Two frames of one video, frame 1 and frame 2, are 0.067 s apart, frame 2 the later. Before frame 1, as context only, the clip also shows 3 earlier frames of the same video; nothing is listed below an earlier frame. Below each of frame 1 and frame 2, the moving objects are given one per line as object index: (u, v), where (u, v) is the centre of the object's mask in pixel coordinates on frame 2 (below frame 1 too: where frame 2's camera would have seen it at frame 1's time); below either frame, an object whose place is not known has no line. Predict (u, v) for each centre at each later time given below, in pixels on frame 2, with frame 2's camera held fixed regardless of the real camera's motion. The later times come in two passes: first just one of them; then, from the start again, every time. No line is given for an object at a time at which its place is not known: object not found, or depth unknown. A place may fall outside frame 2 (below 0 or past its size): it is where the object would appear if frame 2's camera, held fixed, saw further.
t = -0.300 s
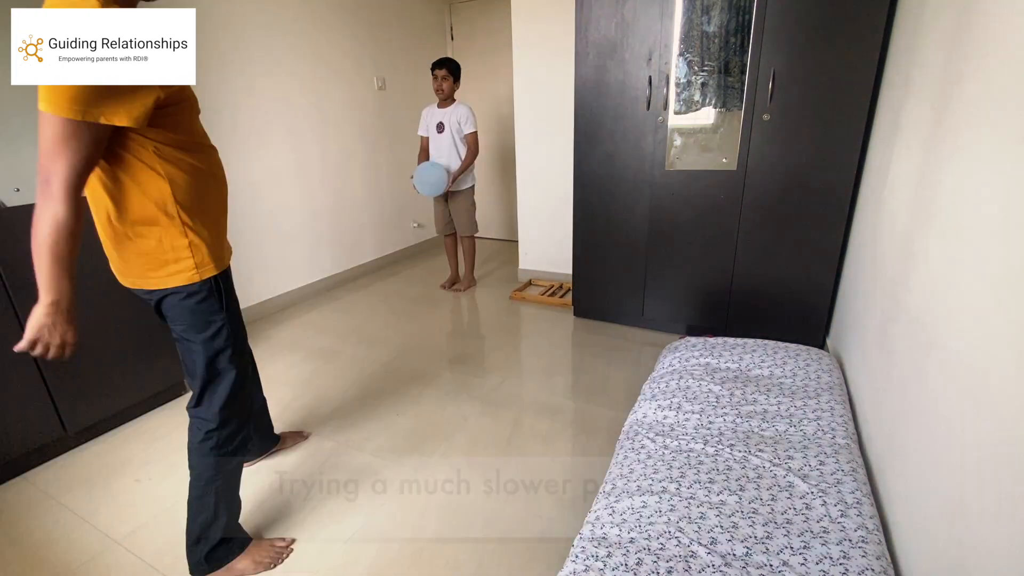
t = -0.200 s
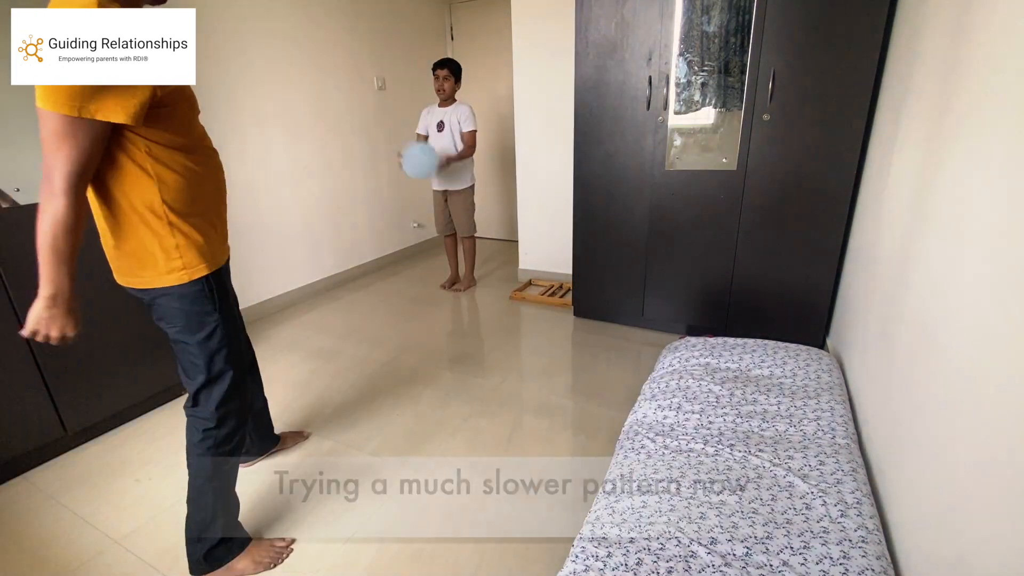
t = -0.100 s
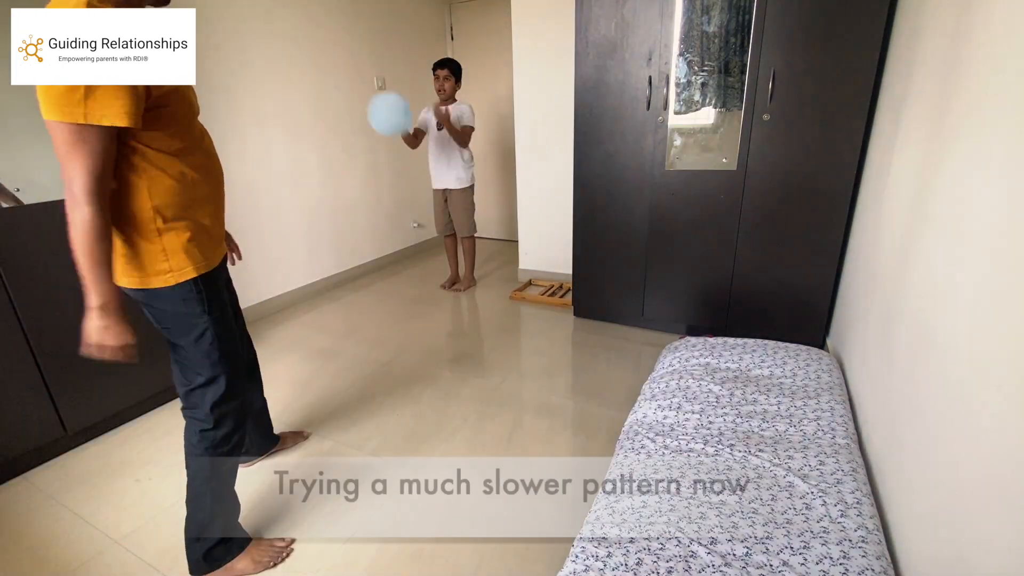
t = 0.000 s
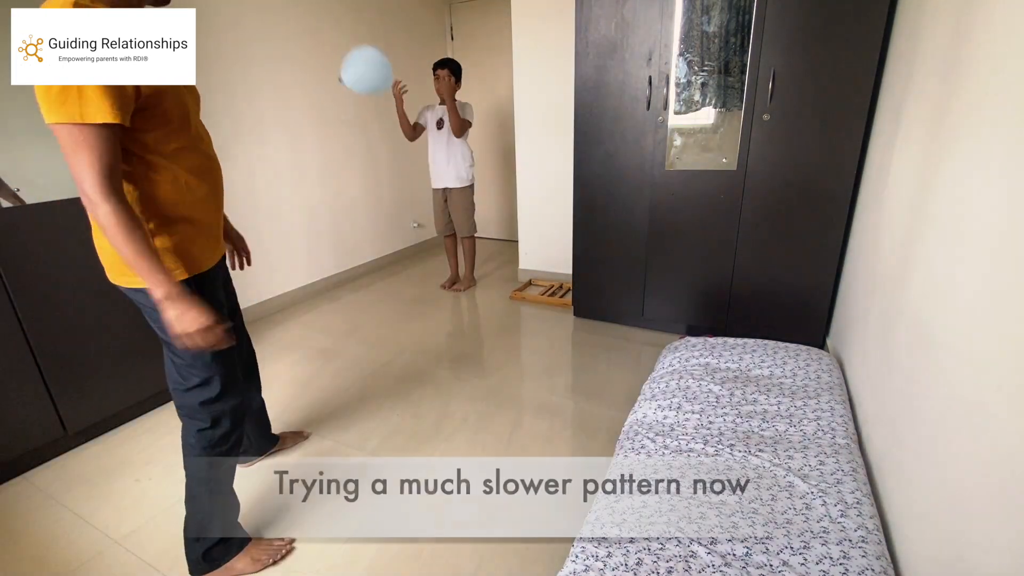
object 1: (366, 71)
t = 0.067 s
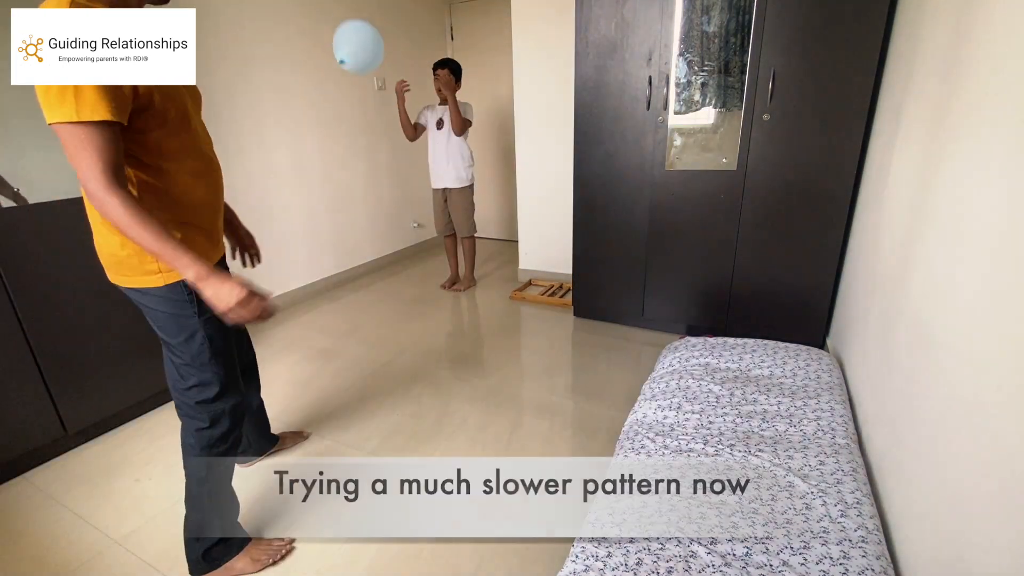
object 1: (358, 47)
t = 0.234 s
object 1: (350, 17)
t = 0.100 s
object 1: (355, 36)
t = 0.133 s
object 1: (352, 28)
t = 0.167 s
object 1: (350, 22)
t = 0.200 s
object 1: (350, 19)
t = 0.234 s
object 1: (350, 17)
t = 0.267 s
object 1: (351, 15)
